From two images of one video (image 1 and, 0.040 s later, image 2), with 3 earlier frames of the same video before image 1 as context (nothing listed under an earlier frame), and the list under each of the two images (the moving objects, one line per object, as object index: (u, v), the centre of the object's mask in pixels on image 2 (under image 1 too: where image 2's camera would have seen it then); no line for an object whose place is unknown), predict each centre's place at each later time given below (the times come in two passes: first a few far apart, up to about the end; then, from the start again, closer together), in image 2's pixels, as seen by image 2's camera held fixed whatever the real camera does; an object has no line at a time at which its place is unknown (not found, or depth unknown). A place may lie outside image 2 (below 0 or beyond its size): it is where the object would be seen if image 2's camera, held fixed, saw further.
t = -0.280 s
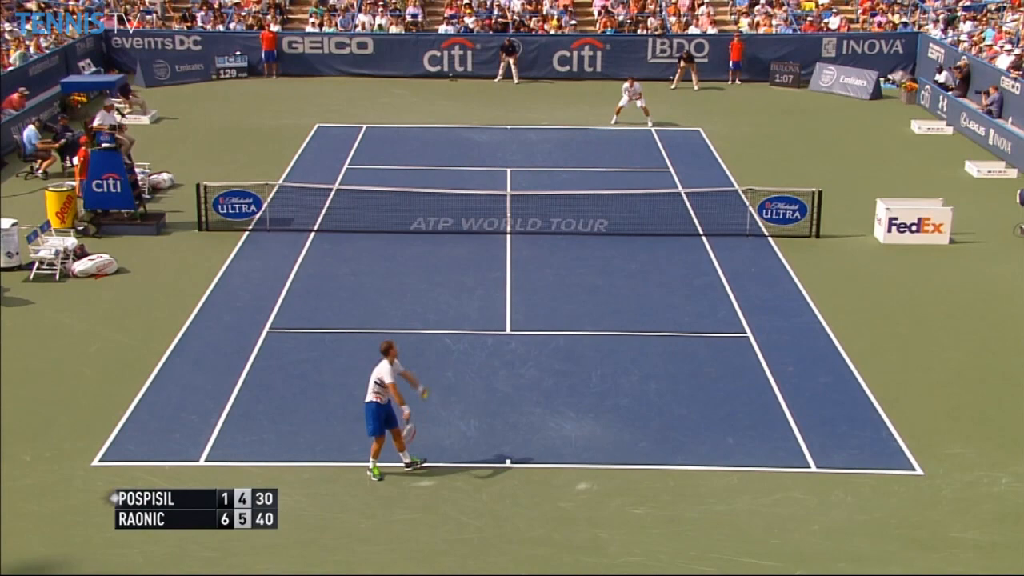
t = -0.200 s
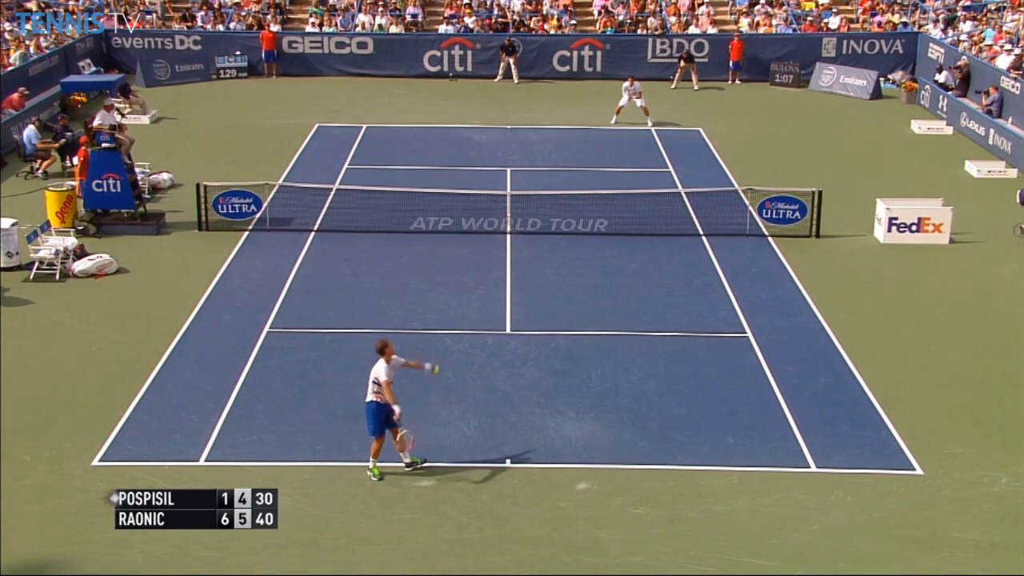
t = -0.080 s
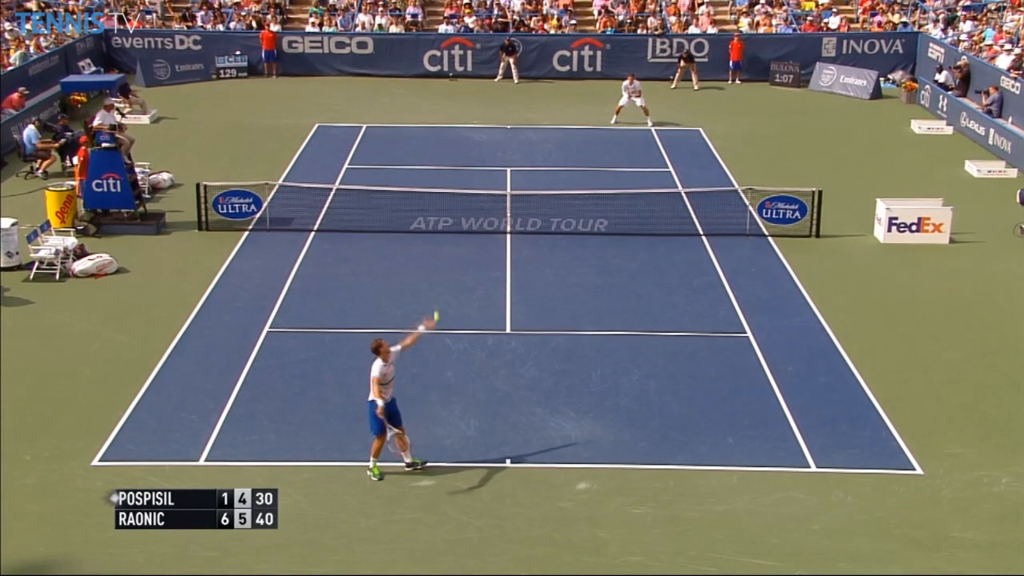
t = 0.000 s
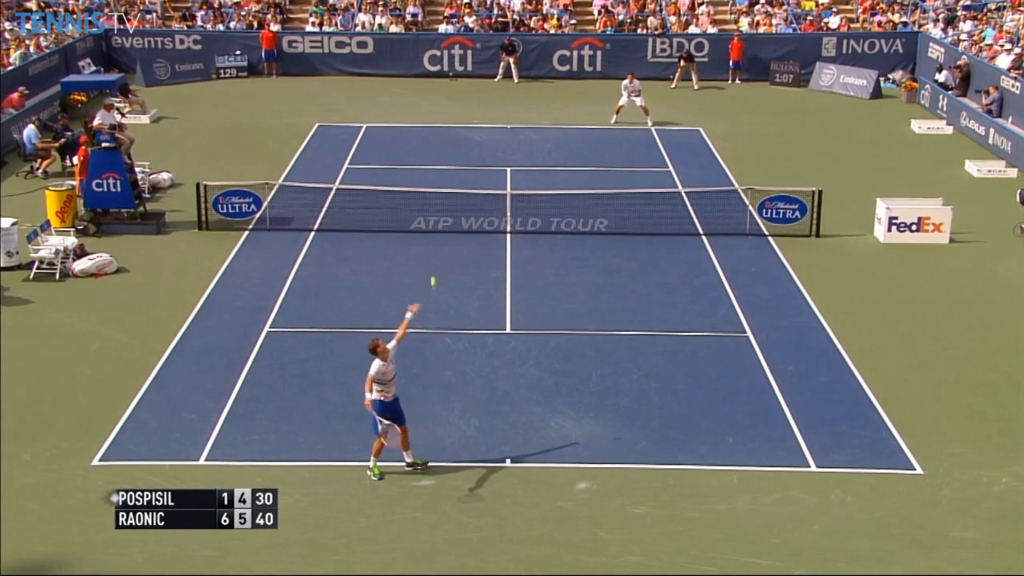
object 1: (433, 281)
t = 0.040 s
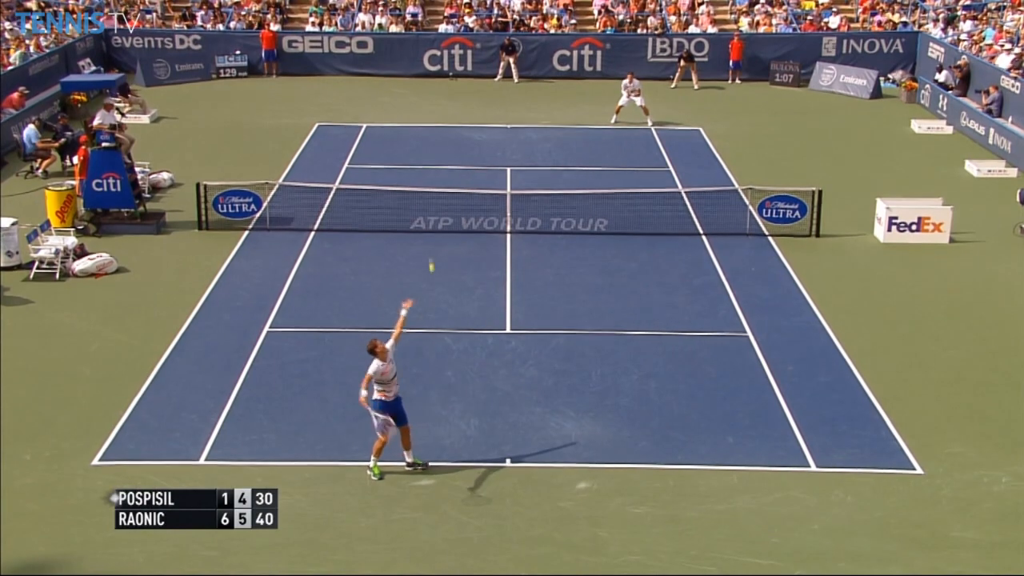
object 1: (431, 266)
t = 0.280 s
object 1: (422, 198)
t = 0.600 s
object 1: (411, 176)
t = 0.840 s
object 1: (402, 208)
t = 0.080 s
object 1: (430, 253)
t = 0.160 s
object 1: (427, 227)
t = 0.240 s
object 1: (424, 208)
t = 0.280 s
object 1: (422, 198)
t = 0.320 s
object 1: (421, 193)
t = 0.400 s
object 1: (418, 182)
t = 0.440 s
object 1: (416, 179)
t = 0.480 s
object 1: (415, 176)
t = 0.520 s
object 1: (413, 175)
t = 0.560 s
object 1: (412, 176)
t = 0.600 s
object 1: (411, 176)
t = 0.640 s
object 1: (409, 179)
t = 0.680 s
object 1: (408, 182)
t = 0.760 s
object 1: (405, 193)
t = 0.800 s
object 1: (403, 200)
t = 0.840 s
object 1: (402, 208)
